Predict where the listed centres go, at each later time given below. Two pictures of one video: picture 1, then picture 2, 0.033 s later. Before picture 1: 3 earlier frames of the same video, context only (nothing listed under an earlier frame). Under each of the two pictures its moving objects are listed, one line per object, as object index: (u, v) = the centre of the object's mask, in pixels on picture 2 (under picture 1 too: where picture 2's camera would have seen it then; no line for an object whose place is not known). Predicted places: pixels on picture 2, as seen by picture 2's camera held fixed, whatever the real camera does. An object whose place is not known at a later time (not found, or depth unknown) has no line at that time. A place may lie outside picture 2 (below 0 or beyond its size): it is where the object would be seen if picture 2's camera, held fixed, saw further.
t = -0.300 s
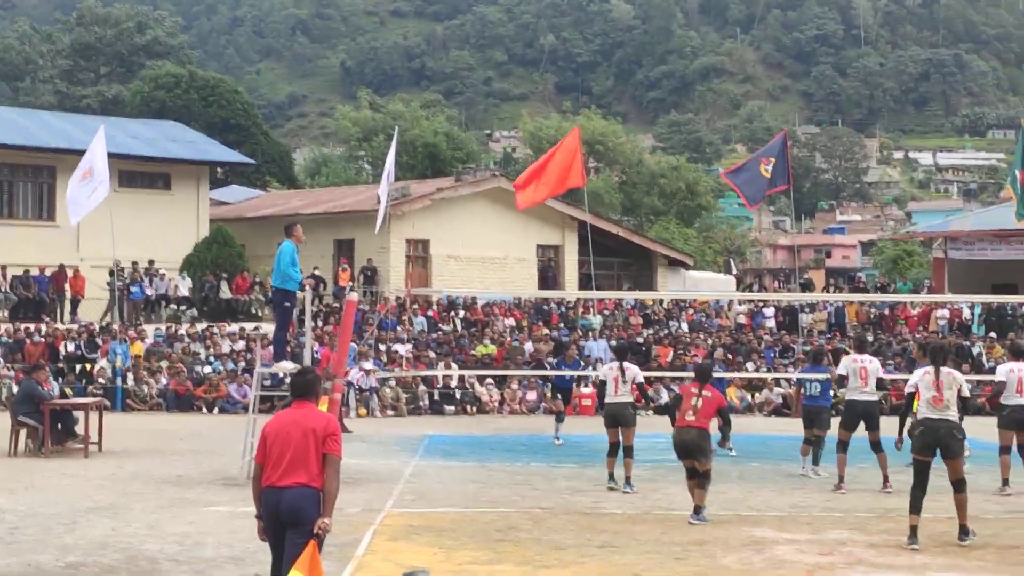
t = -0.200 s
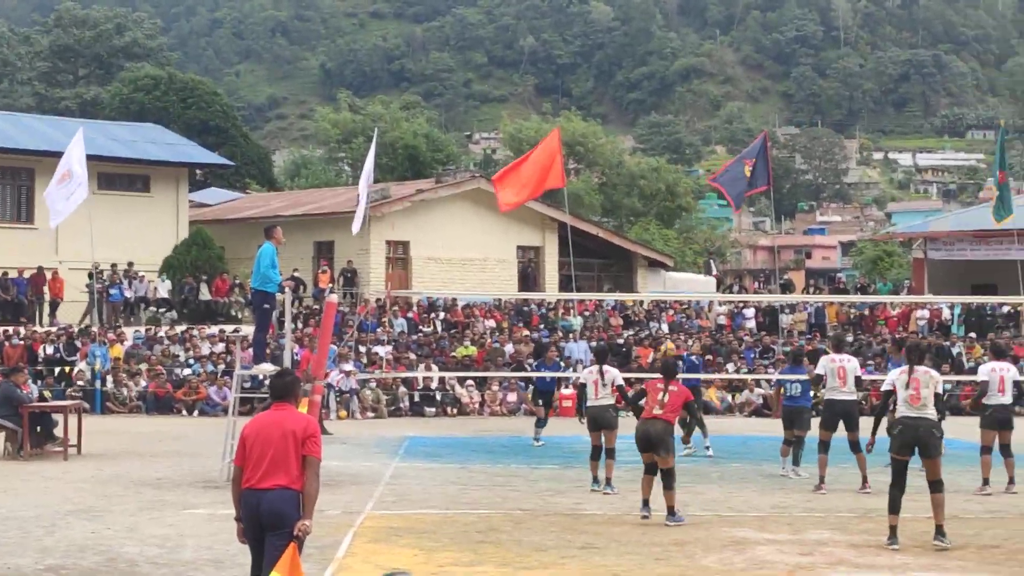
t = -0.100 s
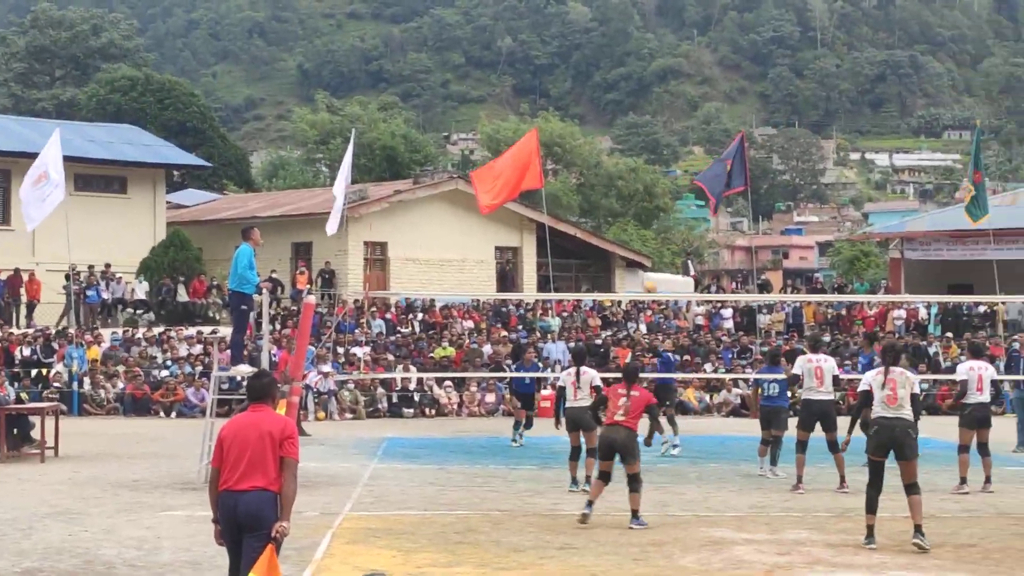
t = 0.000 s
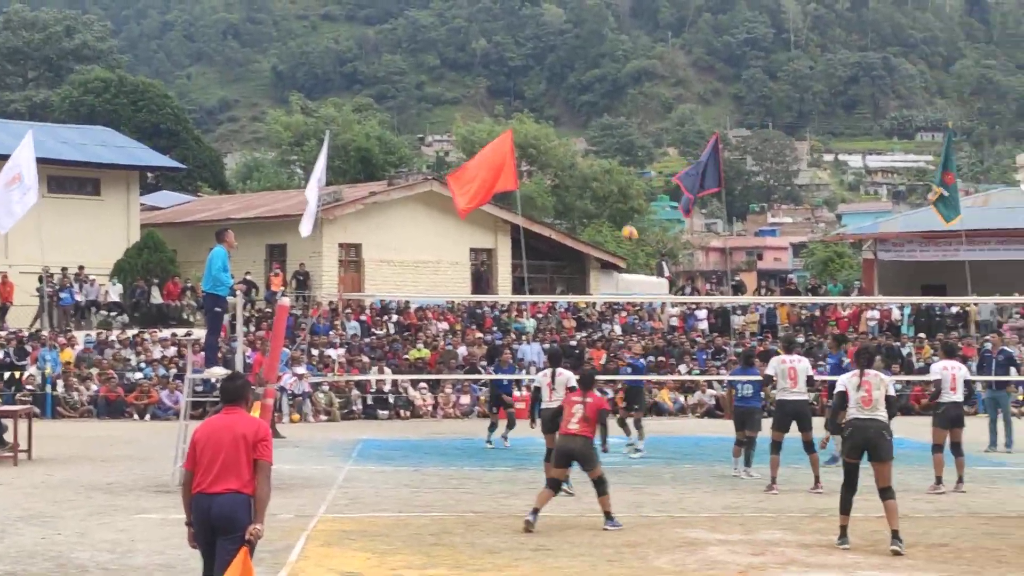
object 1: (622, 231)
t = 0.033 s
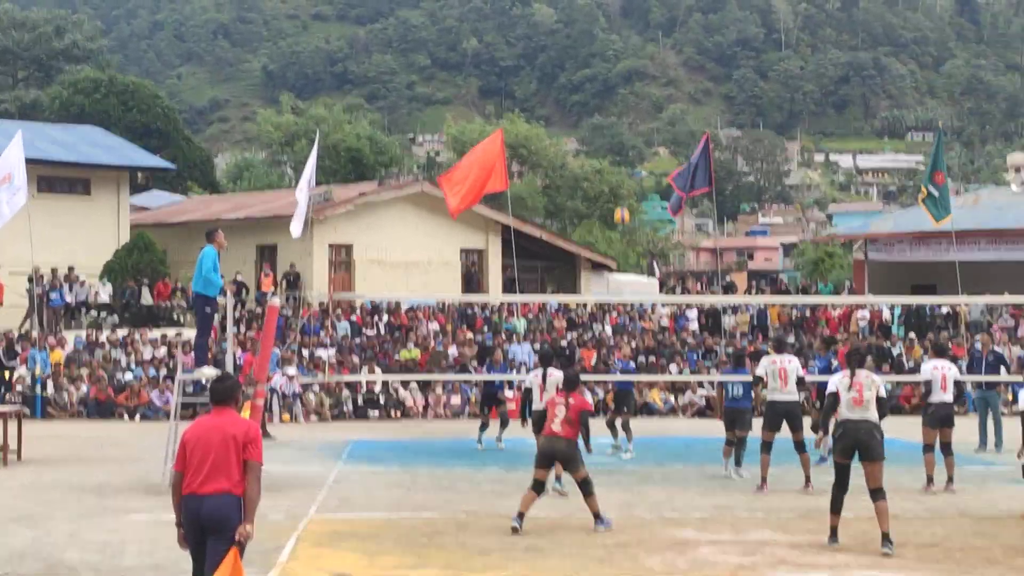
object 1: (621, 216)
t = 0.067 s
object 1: (621, 200)
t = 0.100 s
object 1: (622, 184)
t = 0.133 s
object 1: (622, 168)
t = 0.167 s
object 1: (624, 156)
